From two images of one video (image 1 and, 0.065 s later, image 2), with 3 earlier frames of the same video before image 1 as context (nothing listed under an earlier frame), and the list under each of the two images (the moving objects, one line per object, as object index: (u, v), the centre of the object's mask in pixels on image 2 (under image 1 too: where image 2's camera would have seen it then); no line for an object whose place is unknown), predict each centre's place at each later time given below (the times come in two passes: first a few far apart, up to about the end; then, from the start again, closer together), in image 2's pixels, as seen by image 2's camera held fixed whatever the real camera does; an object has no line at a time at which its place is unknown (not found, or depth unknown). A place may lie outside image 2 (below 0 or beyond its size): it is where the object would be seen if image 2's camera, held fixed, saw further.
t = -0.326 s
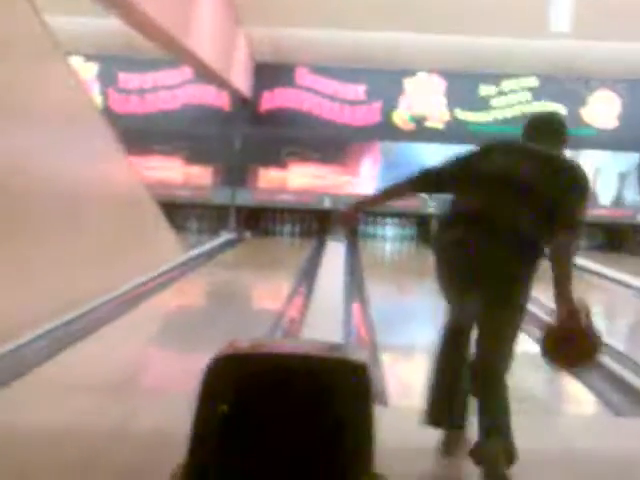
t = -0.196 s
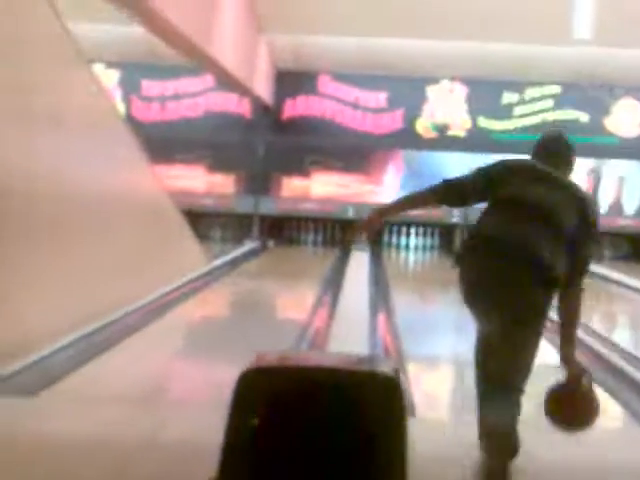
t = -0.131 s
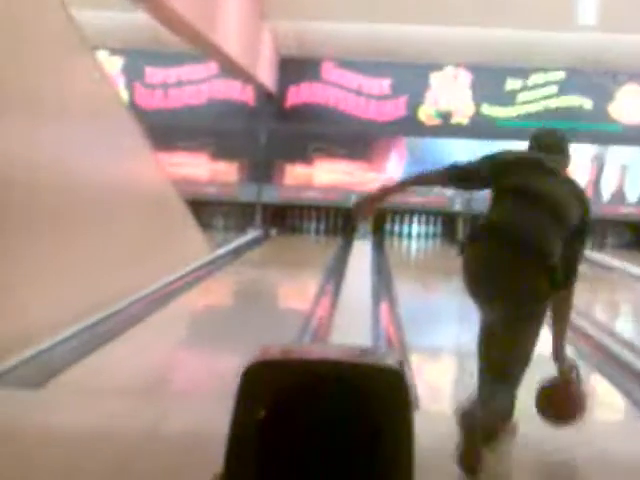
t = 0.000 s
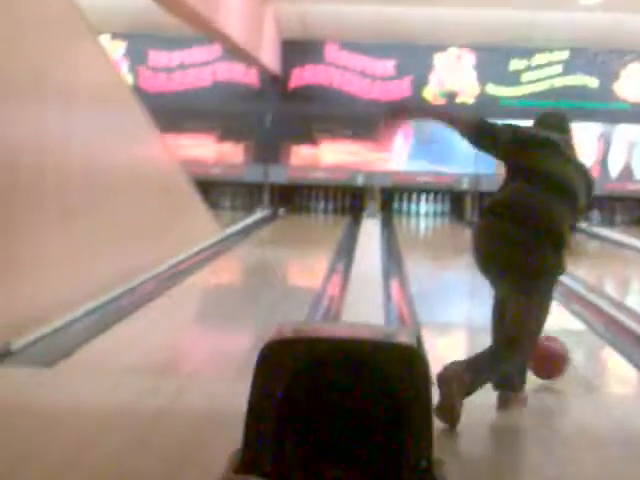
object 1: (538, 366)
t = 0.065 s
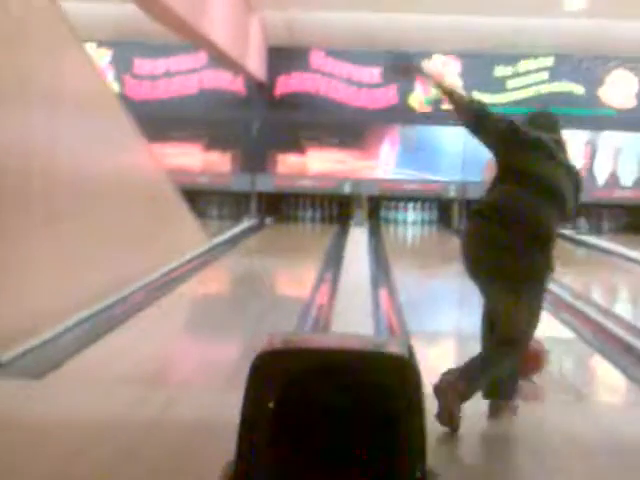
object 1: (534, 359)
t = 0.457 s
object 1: (478, 305)
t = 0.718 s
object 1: (464, 285)
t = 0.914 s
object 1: (452, 274)
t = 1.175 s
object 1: (439, 261)
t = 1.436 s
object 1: (428, 250)
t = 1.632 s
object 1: (422, 244)
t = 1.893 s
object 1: (416, 236)
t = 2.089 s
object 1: (411, 234)
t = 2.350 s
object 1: (405, 231)
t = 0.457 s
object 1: (478, 305)
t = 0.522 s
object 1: (477, 299)
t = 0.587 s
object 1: (472, 294)
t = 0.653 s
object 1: (468, 289)
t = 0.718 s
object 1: (464, 285)
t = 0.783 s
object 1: (460, 281)
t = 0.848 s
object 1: (456, 277)
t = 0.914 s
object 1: (452, 274)
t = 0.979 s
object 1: (448, 270)
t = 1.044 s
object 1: (445, 265)
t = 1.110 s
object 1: (441, 263)
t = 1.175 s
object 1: (439, 261)
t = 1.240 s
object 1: (437, 258)
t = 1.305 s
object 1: (434, 256)
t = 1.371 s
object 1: (432, 253)
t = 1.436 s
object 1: (428, 250)
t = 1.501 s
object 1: (427, 249)
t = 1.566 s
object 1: (424, 246)
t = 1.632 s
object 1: (422, 244)
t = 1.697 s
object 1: (420, 243)
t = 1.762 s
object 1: (418, 241)
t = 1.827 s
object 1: (417, 239)
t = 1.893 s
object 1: (416, 236)
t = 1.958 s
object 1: (413, 237)
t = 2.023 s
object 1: (412, 234)
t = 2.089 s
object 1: (411, 234)
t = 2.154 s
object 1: (407, 232)
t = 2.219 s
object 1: (408, 230)
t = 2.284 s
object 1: (408, 230)
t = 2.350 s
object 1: (405, 231)
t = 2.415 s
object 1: (401, 224)
